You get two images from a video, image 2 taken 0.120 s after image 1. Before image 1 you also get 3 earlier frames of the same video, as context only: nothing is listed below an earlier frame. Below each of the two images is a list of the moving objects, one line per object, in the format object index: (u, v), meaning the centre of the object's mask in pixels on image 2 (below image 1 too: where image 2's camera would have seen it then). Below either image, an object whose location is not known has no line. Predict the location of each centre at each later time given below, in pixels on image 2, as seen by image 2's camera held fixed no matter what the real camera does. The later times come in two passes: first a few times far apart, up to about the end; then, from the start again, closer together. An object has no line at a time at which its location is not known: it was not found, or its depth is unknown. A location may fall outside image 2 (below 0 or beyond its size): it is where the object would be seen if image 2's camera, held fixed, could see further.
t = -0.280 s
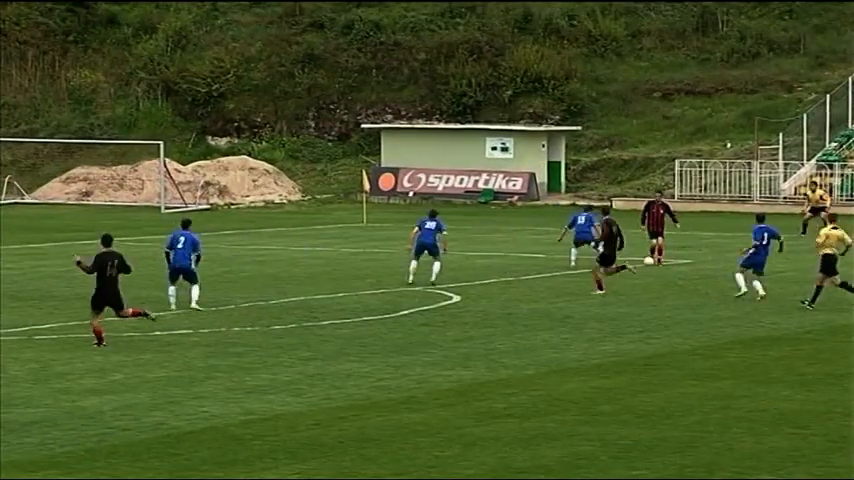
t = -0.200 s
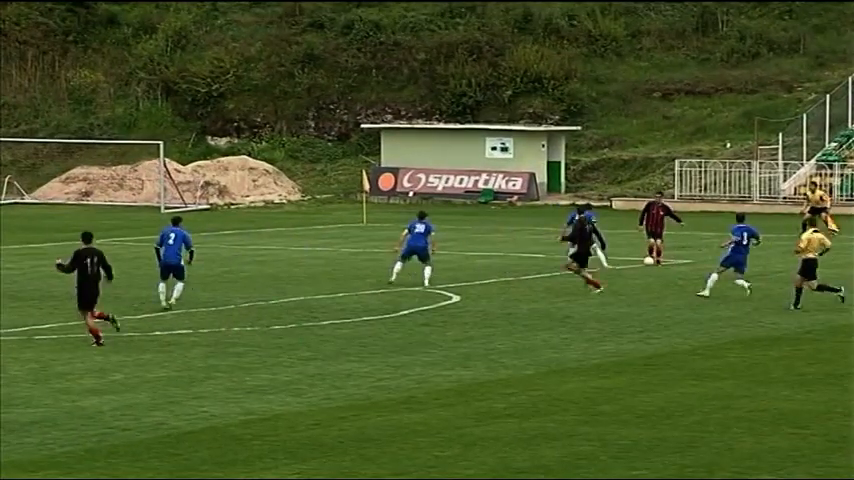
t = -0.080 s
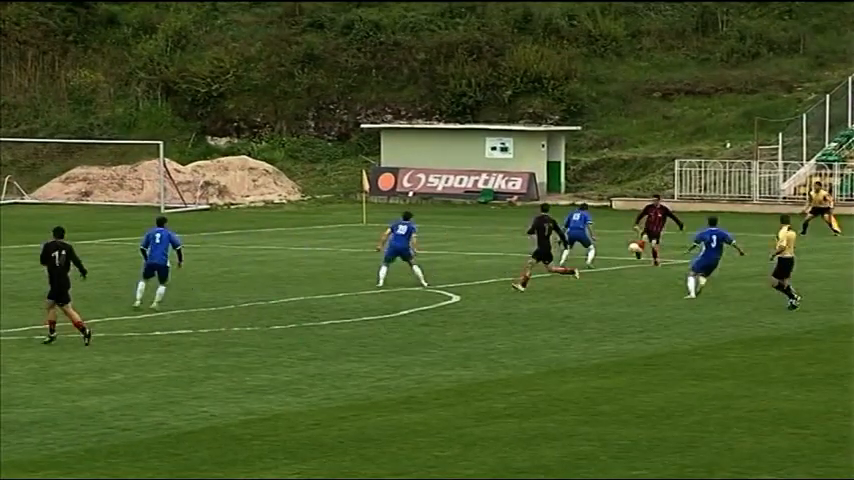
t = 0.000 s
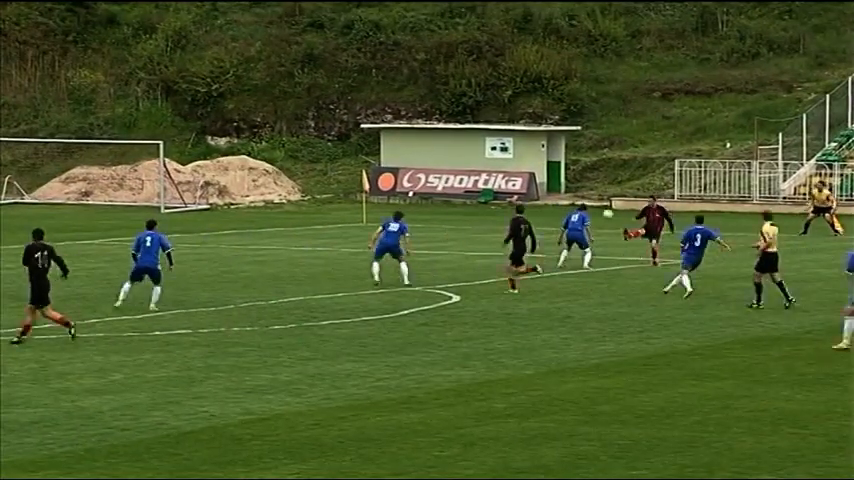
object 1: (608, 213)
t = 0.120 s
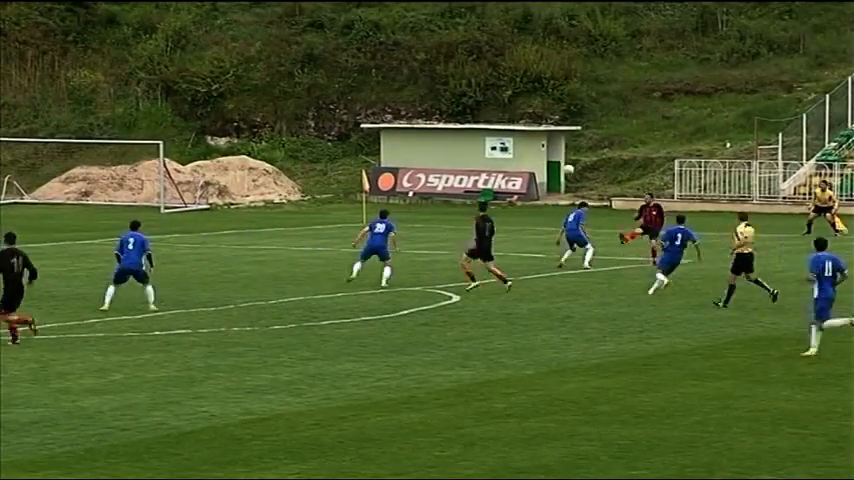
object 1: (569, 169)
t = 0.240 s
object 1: (529, 132)
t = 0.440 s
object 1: (464, 86)
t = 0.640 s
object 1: (399, 59)
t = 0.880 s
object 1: (321, 54)
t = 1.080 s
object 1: (256, 71)
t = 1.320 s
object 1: (179, 118)
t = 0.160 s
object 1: (555, 155)
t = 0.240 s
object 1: (529, 132)
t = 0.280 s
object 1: (516, 121)
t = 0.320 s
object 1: (503, 111)
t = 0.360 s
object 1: (490, 102)
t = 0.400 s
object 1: (477, 94)
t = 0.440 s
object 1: (464, 86)
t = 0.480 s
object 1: (451, 79)
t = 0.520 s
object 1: (438, 73)
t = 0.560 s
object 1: (425, 67)
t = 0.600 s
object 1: (412, 63)
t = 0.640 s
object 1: (399, 59)
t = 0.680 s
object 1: (386, 56)
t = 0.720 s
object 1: (373, 54)
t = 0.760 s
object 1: (360, 53)
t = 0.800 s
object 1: (347, 52)
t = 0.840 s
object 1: (334, 52)
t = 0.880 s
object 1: (321, 54)
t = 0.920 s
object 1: (308, 56)
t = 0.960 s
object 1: (295, 58)
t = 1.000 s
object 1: (282, 61)
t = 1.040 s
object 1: (269, 66)
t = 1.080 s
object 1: (256, 71)
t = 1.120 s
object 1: (243, 76)
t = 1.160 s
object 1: (230, 83)
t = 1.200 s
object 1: (217, 90)
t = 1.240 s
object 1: (204, 99)
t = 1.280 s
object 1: (192, 108)
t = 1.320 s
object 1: (179, 118)
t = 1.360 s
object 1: (166, 128)
